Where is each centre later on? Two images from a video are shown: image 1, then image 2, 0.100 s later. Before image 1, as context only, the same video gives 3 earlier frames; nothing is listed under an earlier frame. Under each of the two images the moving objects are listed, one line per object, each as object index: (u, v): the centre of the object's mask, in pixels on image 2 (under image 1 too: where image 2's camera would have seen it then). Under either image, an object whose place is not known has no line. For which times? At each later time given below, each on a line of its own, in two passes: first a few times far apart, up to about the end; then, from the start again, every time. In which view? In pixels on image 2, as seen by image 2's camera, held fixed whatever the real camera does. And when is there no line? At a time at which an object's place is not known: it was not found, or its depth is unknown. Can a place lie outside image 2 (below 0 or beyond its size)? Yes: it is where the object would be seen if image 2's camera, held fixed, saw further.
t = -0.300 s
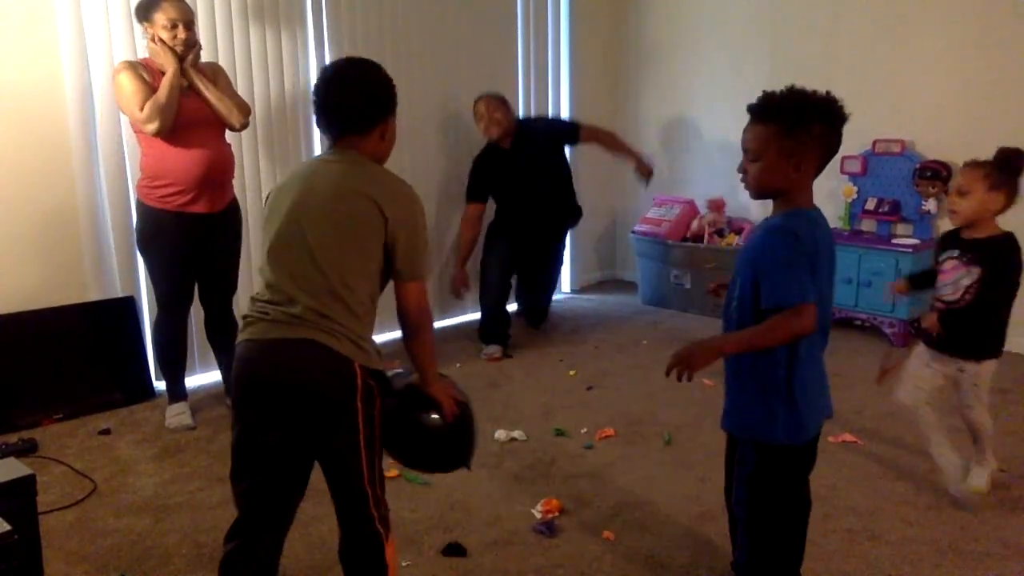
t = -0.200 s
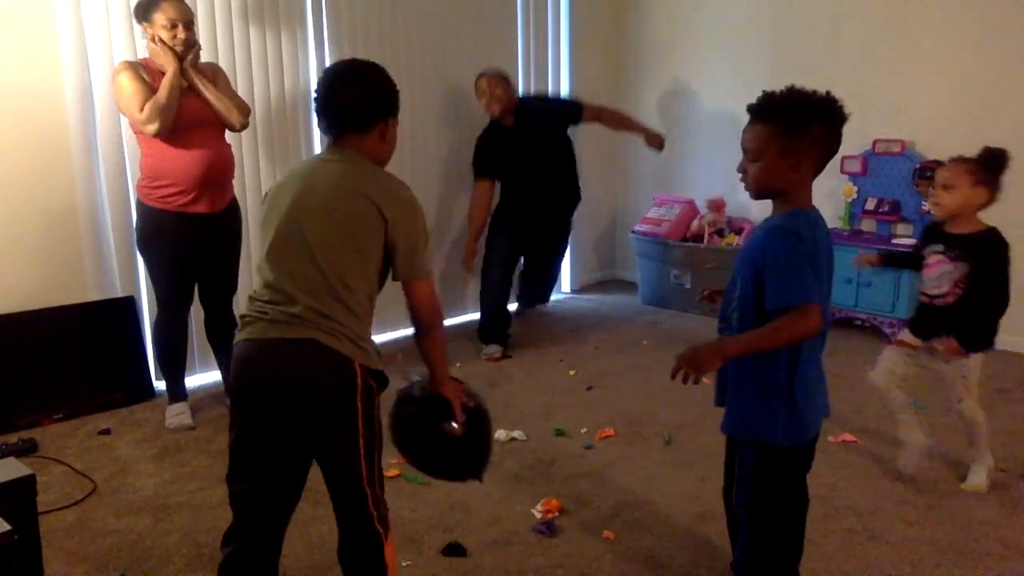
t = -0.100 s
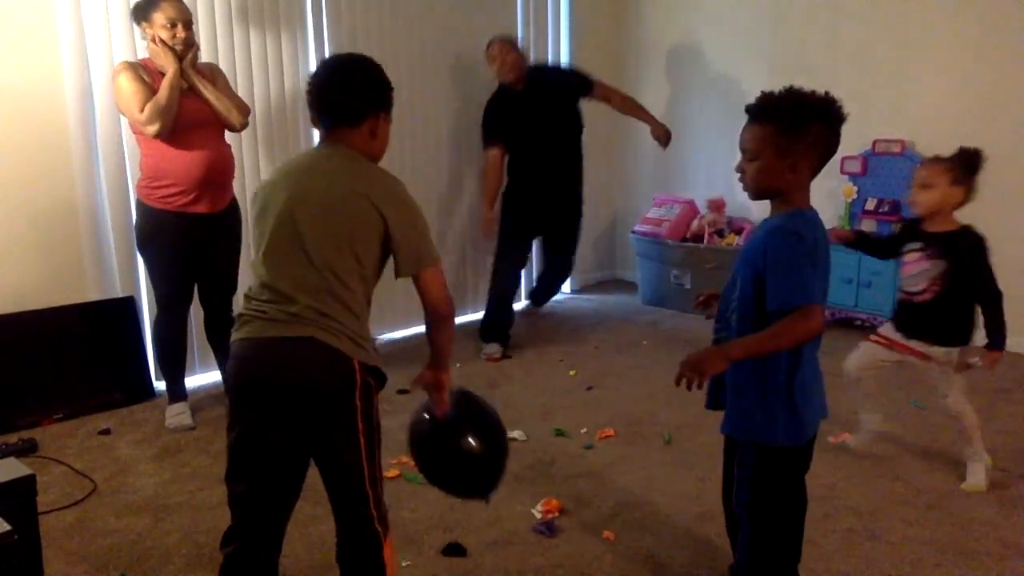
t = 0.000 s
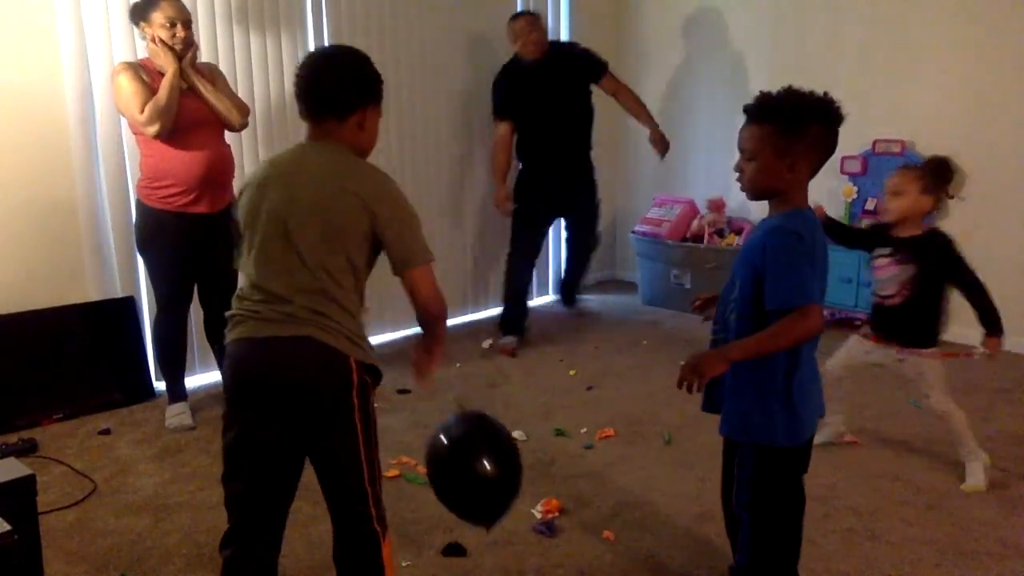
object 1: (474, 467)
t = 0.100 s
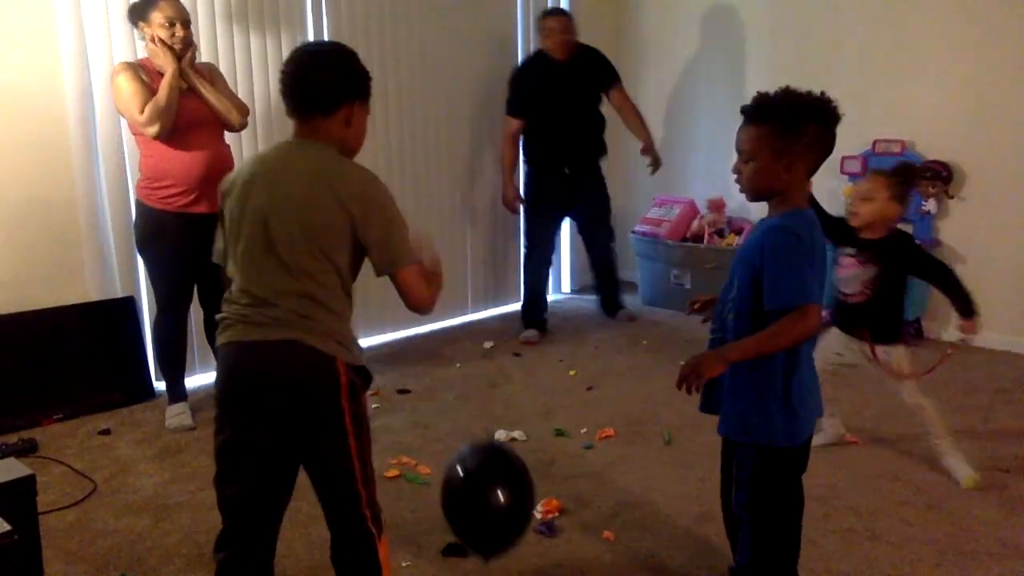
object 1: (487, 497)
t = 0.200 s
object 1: (500, 527)
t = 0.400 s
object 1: (519, 481)
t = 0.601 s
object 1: (535, 466)
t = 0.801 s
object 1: (550, 483)
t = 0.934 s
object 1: (554, 470)
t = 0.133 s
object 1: (491, 508)
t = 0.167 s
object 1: (495, 520)
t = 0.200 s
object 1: (500, 527)
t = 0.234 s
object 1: (503, 519)
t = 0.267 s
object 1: (506, 509)
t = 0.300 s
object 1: (509, 501)
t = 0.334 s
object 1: (513, 492)
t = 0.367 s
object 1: (516, 486)
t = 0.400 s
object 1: (519, 481)
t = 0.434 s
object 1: (521, 475)
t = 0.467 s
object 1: (524, 471)
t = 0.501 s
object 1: (527, 469)
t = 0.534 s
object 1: (530, 467)
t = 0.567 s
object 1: (532, 466)
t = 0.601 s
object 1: (535, 466)
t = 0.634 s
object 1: (537, 467)
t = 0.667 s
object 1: (540, 468)
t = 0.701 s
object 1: (542, 470)
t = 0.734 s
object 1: (545, 475)
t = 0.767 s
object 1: (548, 478)
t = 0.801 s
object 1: (550, 483)
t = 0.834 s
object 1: (551, 483)
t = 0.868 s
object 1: (553, 479)
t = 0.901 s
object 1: (553, 477)
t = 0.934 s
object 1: (554, 470)
